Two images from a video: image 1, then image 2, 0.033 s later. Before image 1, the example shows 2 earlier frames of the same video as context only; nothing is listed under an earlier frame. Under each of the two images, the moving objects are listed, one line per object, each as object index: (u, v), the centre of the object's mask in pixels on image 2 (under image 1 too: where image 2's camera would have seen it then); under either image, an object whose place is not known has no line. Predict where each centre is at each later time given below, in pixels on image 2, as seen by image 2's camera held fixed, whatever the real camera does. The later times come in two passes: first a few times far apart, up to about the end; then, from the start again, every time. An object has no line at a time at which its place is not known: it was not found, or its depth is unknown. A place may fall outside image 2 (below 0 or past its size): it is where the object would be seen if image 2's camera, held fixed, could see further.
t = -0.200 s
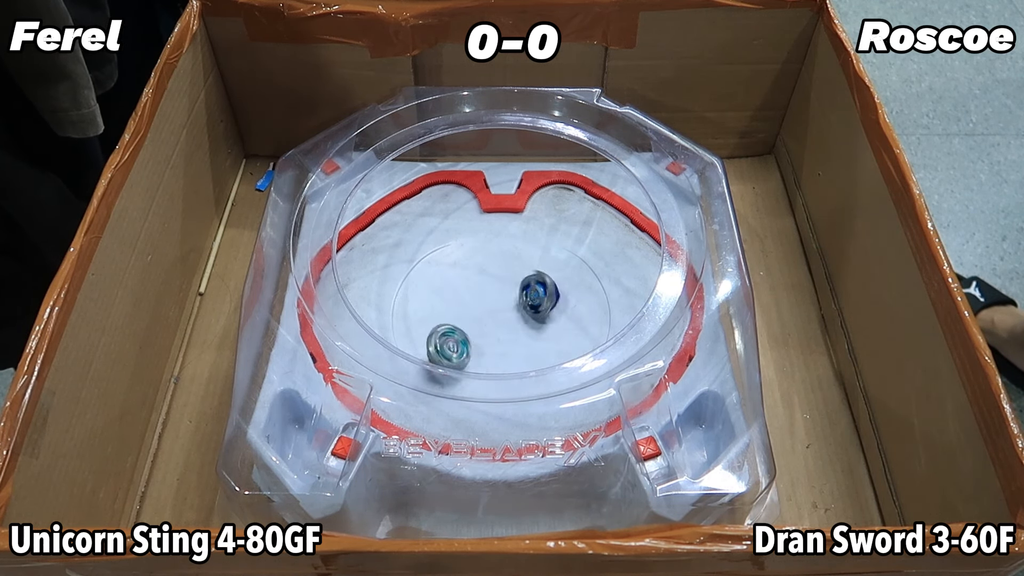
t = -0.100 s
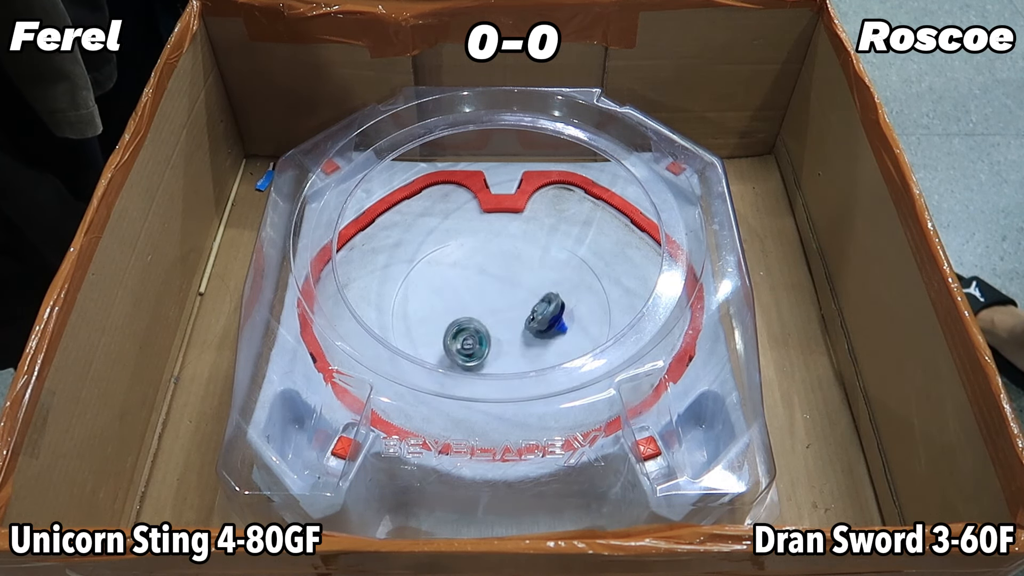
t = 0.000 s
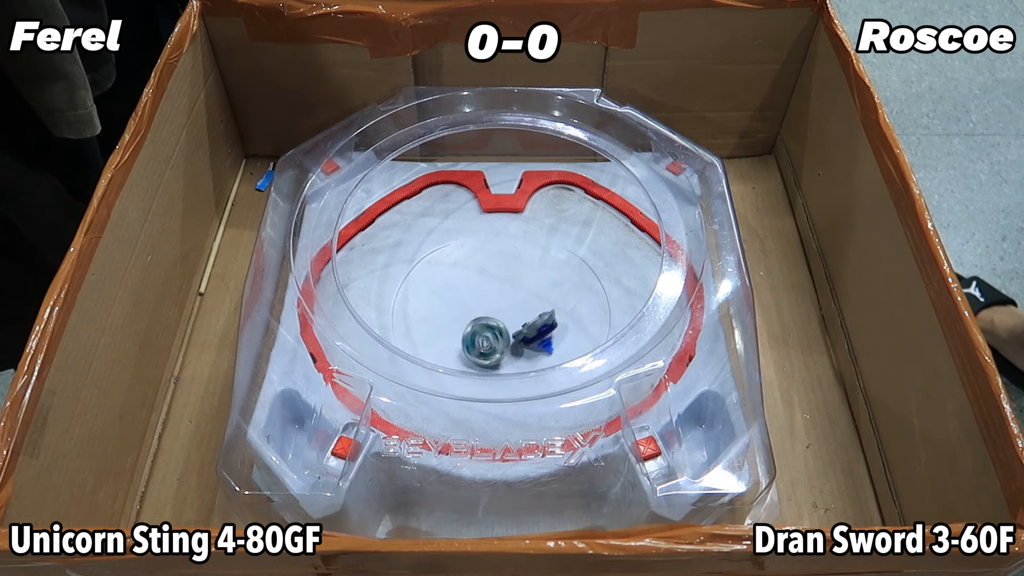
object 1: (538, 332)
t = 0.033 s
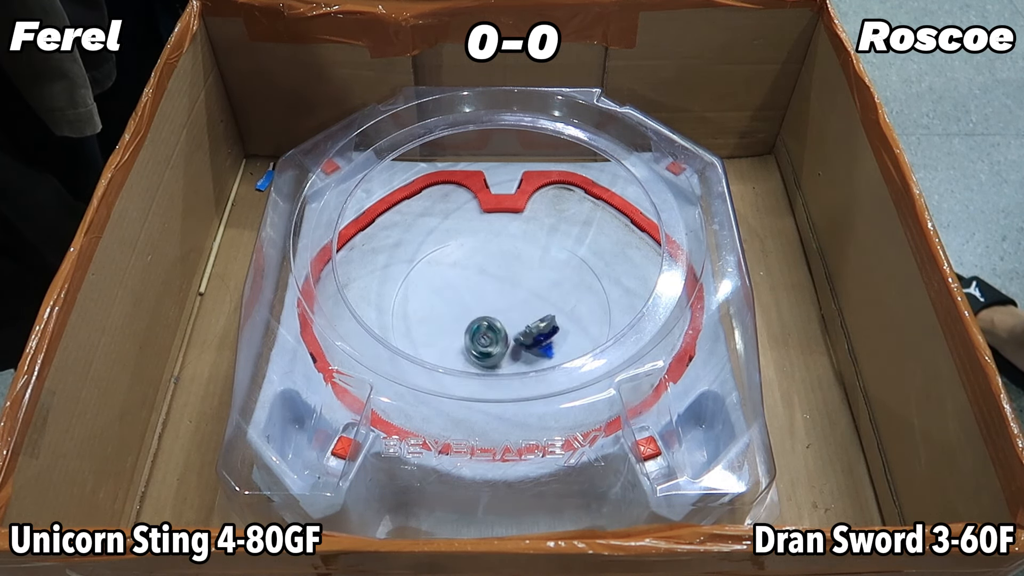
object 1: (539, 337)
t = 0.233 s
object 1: (543, 348)
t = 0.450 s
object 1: (543, 346)
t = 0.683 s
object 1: (542, 344)
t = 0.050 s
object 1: (542, 339)
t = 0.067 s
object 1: (545, 341)
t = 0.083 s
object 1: (547, 342)
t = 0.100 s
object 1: (547, 343)
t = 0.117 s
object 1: (546, 343)
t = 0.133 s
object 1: (546, 344)
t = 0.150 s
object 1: (545, 345)
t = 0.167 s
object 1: (544, 346)
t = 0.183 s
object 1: (543, 346)
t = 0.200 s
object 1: (543, 347)
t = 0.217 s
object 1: (543, 348)
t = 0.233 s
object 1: (543, 348)
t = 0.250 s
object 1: (543, 348)
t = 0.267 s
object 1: (542, 349)
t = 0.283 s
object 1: (542, 349)
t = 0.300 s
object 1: (542, 349)
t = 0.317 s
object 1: (542, 349)
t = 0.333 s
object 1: (542, 349)
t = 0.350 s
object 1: (542, 348)
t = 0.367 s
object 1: (542, 348)
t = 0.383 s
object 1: (542, 348)
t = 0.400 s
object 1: (542, 348)
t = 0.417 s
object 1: (542, 347)
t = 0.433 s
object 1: (543, 346)
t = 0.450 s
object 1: (543, 346)
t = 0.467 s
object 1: (543, 345)
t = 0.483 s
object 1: (543, 344)
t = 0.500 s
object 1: (543, 343)
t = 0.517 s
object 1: (543, 342)
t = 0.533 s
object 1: (543, 341)
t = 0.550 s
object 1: (543, 341)
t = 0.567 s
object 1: (543, 341)
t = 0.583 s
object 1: (543, 341)
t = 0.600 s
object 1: (543, 341)
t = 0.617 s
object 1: (543, 342)
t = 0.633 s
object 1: (542, 343)
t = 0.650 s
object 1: (542, 343)
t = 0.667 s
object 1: (542, 344)
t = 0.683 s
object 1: (542, 344)
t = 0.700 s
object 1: (542, 344)
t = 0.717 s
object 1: (542, 345)
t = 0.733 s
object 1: (542, 345)
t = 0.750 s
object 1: (542, 346)
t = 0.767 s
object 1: (542, 346)
